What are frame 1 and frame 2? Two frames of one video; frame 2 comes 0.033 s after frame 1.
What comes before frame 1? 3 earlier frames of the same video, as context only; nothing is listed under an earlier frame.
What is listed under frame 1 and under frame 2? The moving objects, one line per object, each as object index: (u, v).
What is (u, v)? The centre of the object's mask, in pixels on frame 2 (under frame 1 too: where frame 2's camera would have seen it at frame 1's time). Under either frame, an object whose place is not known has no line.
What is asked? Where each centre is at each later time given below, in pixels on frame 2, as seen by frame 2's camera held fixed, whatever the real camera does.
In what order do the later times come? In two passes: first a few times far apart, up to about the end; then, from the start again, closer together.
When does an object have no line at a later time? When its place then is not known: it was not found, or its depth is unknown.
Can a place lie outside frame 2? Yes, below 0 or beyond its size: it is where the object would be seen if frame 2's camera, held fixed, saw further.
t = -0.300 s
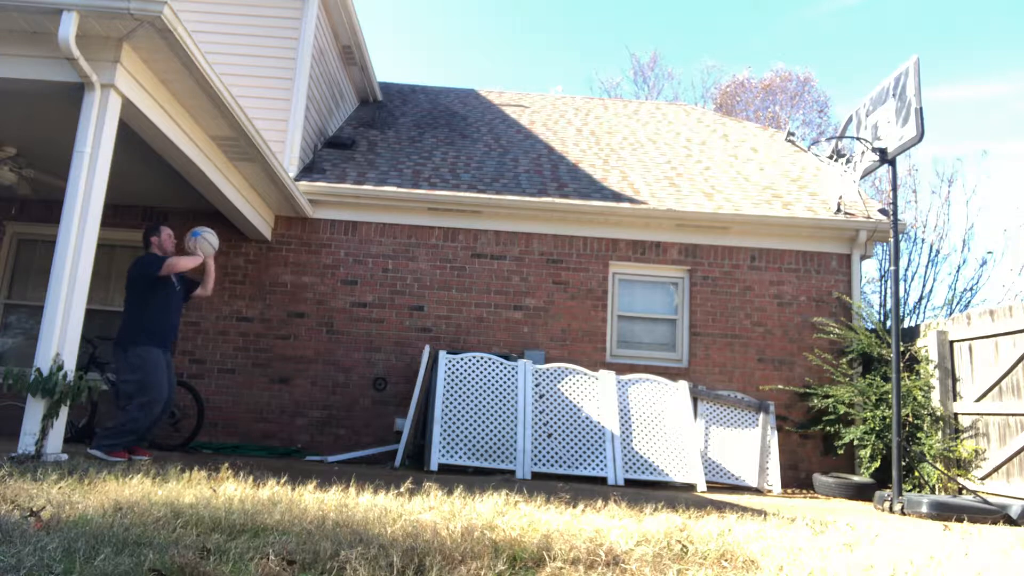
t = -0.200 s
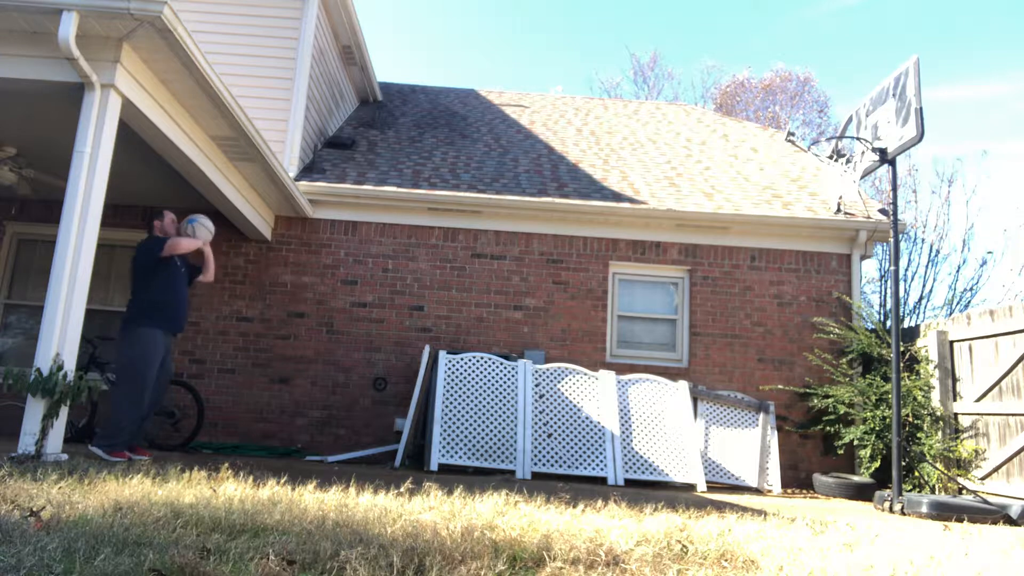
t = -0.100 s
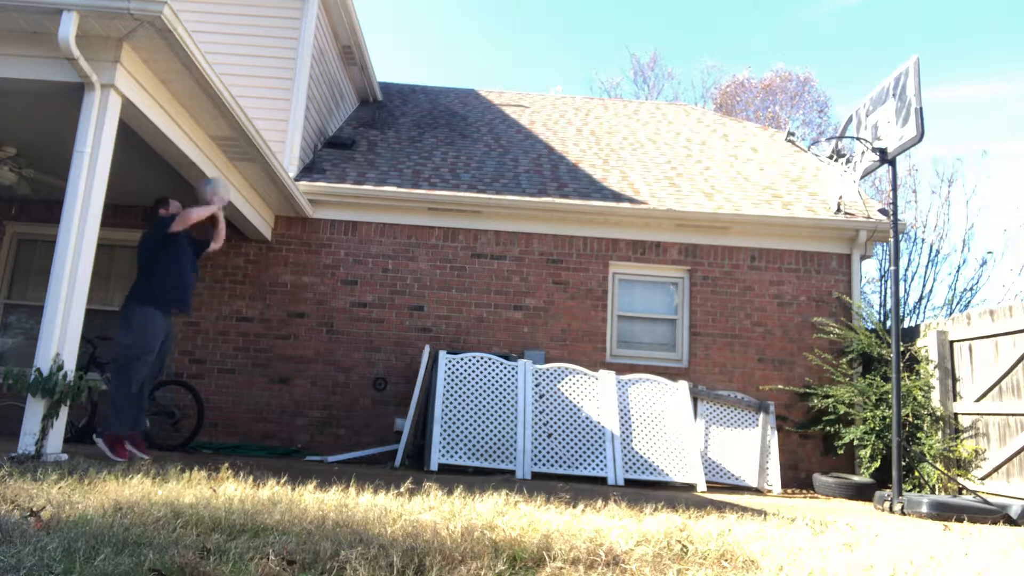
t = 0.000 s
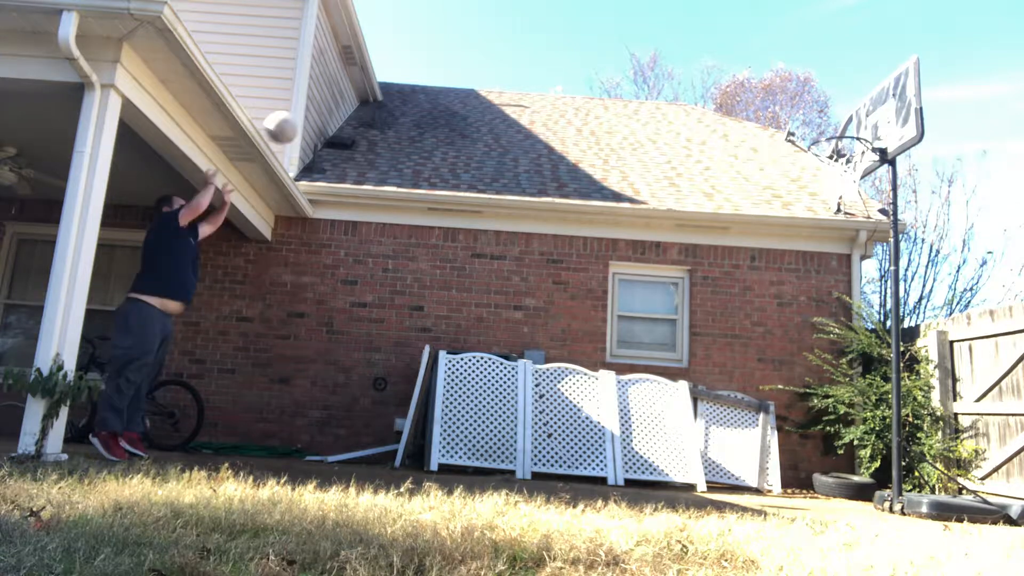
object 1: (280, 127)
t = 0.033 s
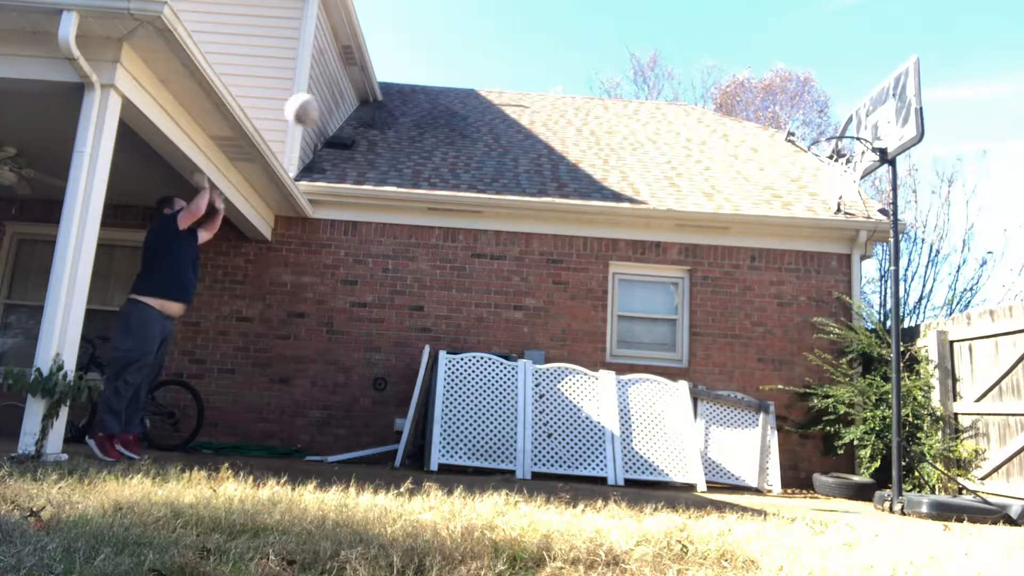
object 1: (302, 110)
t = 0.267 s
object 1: (443, 21)
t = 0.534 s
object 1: (587, 5)
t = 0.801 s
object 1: (722, 45)
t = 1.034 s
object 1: (840, 151)
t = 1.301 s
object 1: (871, 187)
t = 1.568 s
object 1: (872, 286)
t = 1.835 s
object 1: (877, 473)
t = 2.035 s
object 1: (807, 381)
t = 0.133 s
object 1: (364, 64)
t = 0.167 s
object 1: (385, 51)
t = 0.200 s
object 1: (404, 40)
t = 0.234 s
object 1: (424, 30)
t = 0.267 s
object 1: (443, 21)
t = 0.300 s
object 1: (462, 14)
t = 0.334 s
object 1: (480, 11)
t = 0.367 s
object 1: (498, 8)
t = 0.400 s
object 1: (516, 7)
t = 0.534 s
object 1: (587, 5)
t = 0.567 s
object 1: (604, 6)
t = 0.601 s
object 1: (621, 7)
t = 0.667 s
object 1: (655, 13)
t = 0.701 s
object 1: (671, 18)
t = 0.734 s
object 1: (688, 26)
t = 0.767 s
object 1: (705, 35)
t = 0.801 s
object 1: (722, 45)
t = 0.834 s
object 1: (739, 57)
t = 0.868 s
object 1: (756, 70)
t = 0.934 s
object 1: (789, 100)
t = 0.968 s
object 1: (805, 119)
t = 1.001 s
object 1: (823, 136)
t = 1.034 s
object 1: (840, 151)
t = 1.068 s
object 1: (860, 166)
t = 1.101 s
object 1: (867, 169)
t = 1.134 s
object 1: (867, 169)
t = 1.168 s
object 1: (868, 171)
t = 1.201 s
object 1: (868, 174)
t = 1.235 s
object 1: (870, 175)
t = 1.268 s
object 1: (869, 181)
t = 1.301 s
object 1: (871, 187)
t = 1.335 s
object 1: (871, 195)
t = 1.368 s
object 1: (868, 203)
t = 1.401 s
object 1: (870, 214)
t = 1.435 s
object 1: (873, 226)
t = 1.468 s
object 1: (872, 239)
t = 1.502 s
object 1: (872, 252)
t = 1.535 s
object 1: (872, 268)
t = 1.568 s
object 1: (872, 286)
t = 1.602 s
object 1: (873, 303)
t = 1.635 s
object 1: (873, 323)
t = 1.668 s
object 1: (874, 344)
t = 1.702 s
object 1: (874, 367)
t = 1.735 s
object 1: (875, 390)
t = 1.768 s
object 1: (876, 417)
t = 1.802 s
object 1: (877, 444)
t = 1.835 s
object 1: (877, 473)
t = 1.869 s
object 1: (870, 469)
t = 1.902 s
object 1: (857, 449)
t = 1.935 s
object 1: (845, 430)
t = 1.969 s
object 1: (833, 413)
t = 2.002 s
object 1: (819, 396)
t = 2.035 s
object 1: (807, 381)
